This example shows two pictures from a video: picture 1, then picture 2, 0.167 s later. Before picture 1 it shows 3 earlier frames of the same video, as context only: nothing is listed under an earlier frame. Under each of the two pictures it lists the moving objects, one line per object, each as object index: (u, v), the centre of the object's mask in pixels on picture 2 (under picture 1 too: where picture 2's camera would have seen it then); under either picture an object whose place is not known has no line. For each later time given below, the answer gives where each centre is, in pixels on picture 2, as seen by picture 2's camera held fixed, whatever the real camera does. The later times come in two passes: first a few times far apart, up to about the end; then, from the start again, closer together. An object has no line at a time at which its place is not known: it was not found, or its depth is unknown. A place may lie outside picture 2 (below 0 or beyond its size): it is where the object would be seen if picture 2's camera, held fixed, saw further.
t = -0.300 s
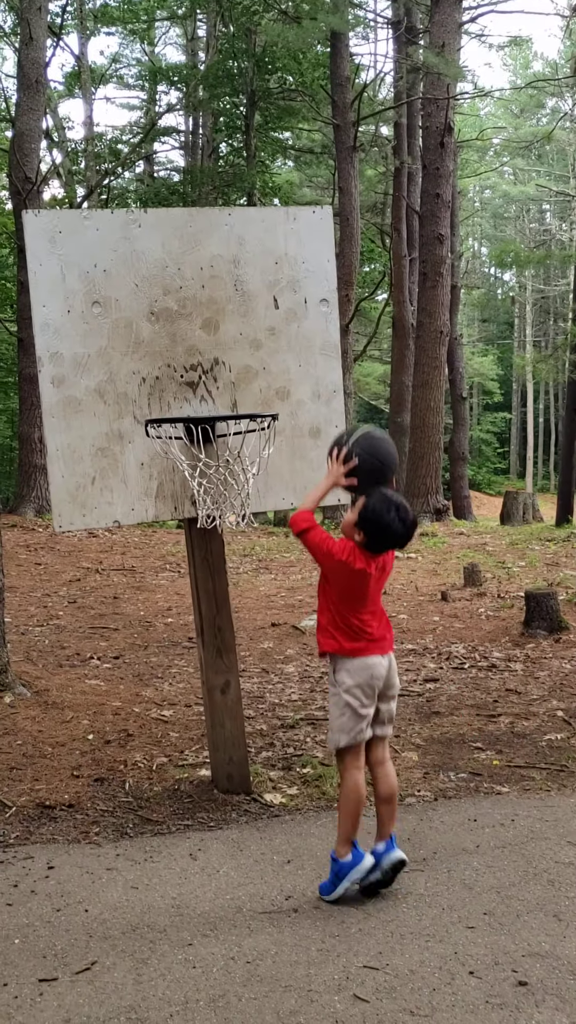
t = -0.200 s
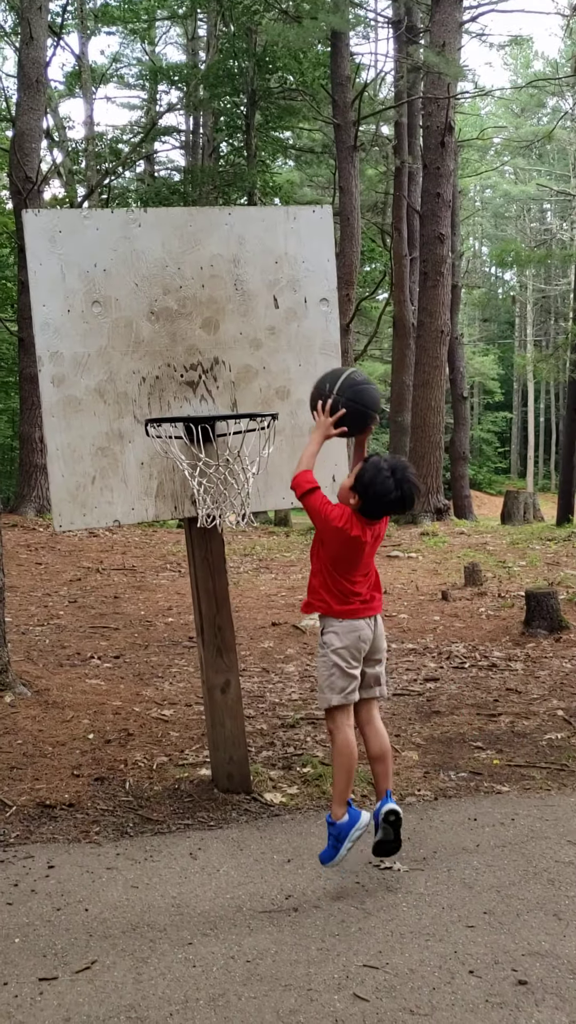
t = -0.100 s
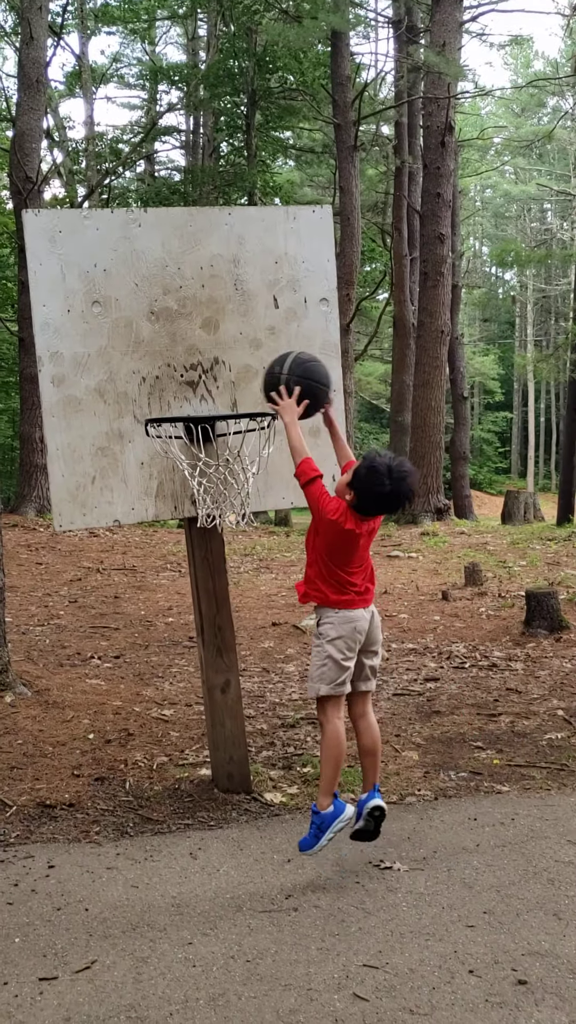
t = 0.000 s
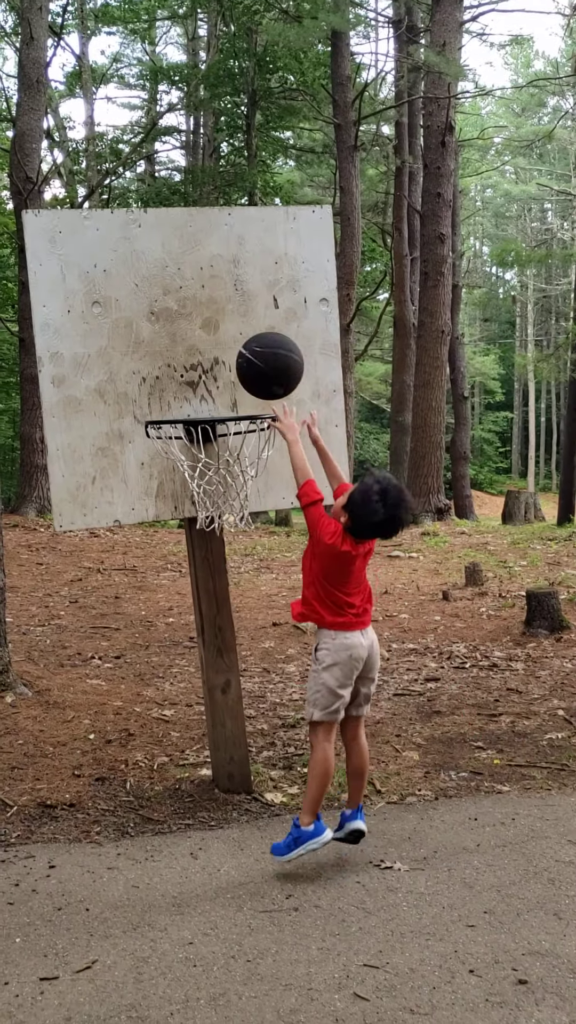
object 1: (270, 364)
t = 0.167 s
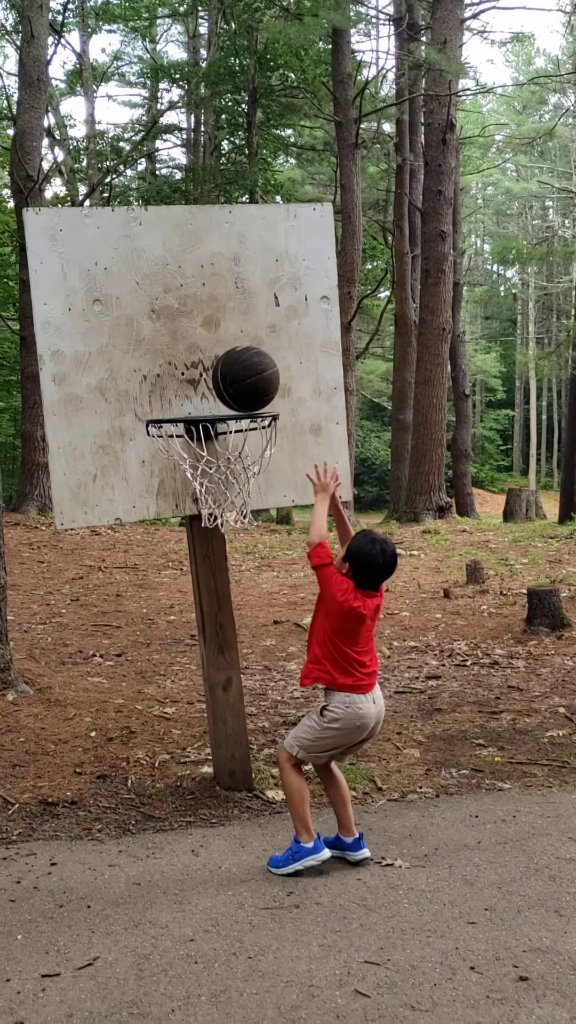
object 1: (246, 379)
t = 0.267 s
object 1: (219, 409)
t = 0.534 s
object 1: (188, 462)
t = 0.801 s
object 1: (230, 508)
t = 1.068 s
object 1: (245, 655)
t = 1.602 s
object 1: (275, 607)
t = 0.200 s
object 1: (241, 389)
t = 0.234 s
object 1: (231, 395)
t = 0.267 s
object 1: (219, 409)
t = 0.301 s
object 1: (210, 421)
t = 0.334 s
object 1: (200, 440)
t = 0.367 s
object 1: (189, 451)
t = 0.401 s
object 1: (181, 457)
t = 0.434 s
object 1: (177, 458)
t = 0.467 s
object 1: (179, 459)
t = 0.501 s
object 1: (182, 459)
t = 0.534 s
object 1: (188, 462)
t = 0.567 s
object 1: (193, 466)
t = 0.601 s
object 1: (198, 472)
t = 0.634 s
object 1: (205, 476)
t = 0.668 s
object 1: (211, 484)
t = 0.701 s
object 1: (215, 488)
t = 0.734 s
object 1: (224, 496)
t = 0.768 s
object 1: (227, 501)
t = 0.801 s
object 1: (230, 508)
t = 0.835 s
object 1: (233, 516)
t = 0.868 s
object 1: (234, 529)
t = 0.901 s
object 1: (237, 543)
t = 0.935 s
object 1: (239, 557)
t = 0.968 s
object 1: (240, 577)
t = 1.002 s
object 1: (241, 600)
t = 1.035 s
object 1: (243, 626)
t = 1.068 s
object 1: (245, 655)
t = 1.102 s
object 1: (246, 687)
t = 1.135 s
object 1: (248, 721)
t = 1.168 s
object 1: (248, 761)
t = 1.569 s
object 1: (273, 610)
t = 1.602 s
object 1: (275, 607)
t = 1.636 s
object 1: (277, 607)
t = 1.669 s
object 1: (280, 609)
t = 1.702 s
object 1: (283, 615)
